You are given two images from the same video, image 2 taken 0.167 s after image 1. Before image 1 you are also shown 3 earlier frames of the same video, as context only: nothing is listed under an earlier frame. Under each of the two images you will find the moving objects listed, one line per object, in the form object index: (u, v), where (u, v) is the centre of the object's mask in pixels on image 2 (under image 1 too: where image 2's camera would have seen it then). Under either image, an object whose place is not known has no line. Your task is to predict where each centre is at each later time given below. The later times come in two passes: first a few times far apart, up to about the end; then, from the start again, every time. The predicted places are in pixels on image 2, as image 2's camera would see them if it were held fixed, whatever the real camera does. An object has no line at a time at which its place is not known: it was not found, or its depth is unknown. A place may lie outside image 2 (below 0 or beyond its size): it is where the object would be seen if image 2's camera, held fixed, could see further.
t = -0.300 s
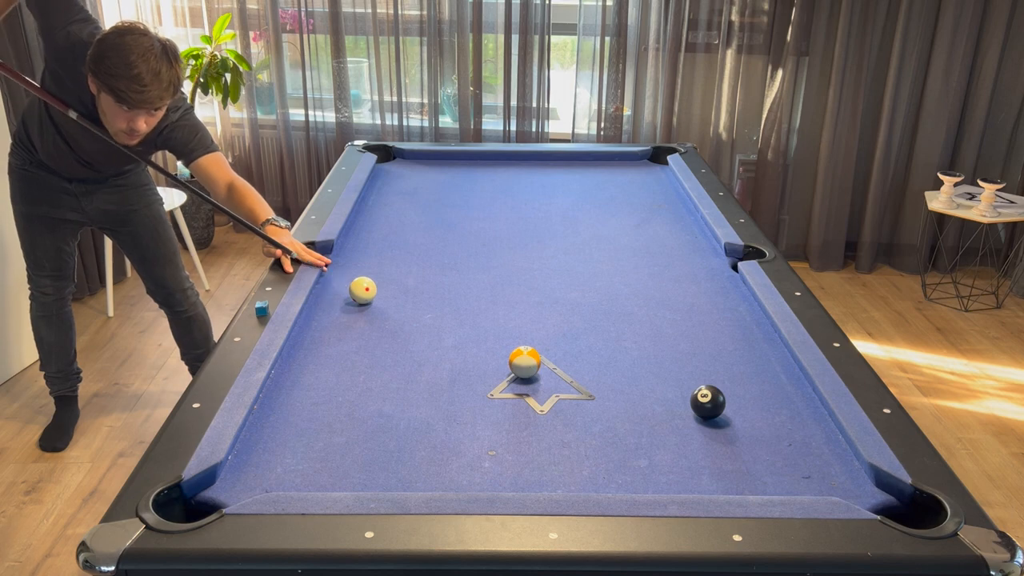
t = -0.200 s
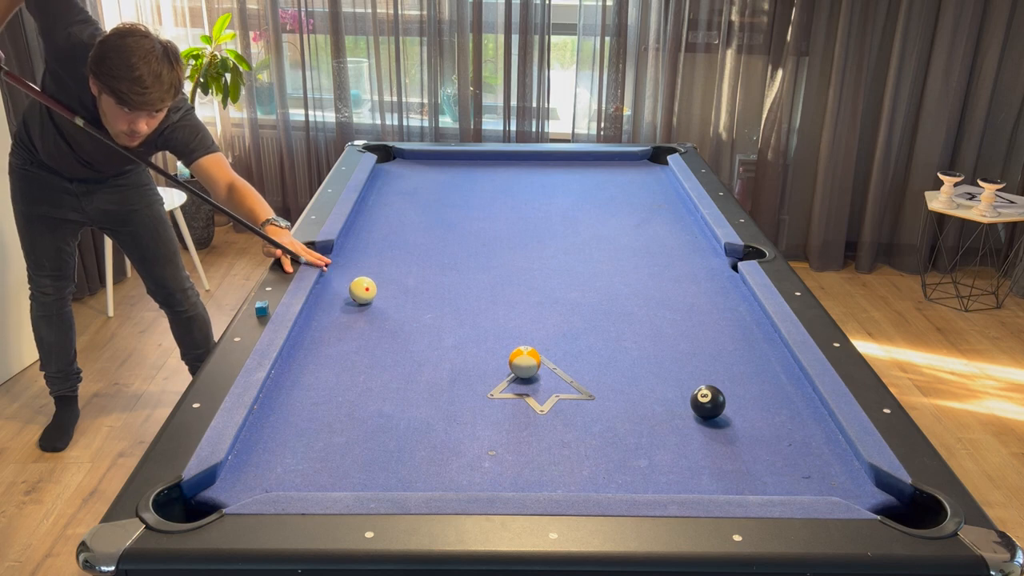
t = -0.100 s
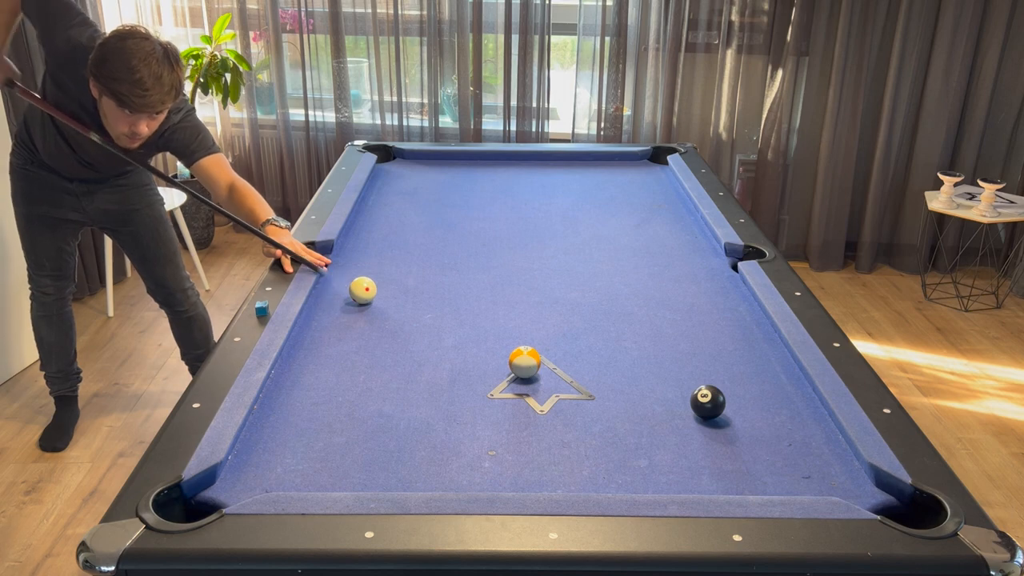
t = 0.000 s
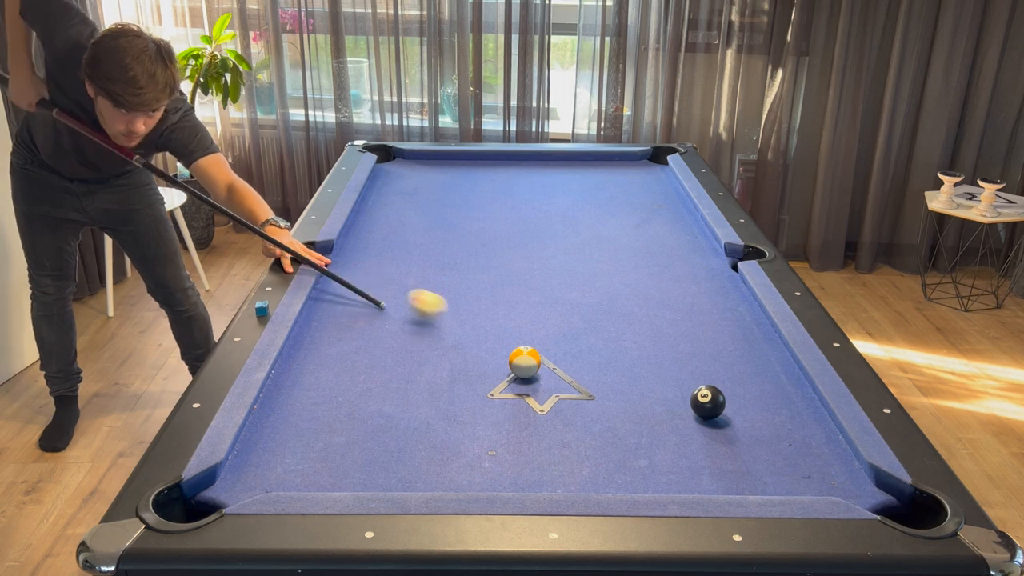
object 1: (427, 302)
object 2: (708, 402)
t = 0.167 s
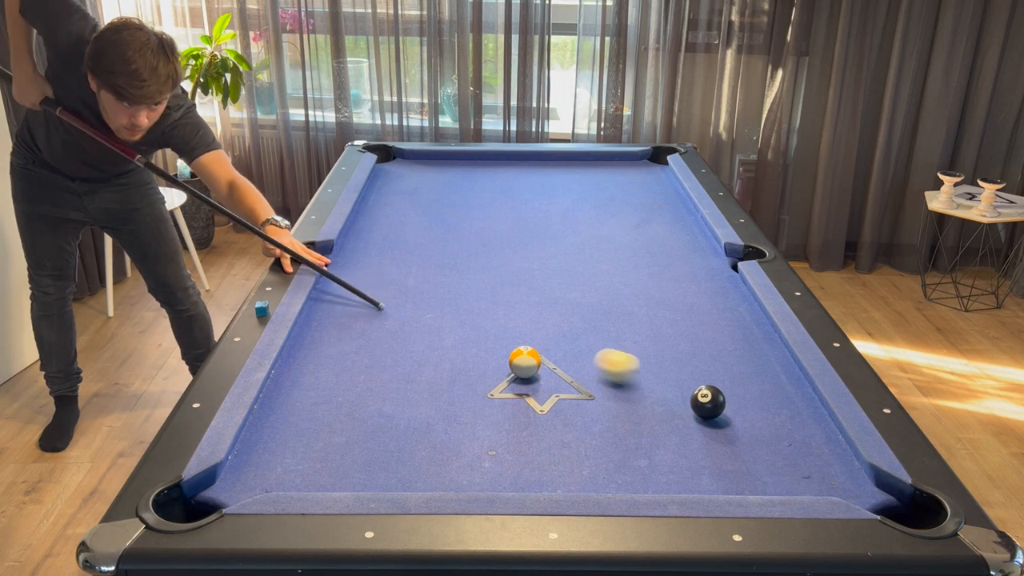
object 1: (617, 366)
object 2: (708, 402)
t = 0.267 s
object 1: (695, 383)
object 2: (751, 423)
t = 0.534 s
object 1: (745, 367)
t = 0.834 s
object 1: (767, 352)
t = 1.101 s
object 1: (732, 341)
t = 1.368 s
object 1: (704, 333)
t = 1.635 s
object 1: (680, 325)
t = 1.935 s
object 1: (660, 319)
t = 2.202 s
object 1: (647, 315)
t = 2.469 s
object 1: (638, 312)
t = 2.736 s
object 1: (633, 310)
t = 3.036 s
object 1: (632, 310)
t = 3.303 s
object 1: (632, 310)
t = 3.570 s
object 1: (632, 310)
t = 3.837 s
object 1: (632, 310)
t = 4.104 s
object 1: (632, 310)
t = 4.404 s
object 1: (632, 310)
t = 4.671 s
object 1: (632, 310)
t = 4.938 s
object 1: (632, 310)
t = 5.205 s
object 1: (632, 310)
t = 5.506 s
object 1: (632, 310)
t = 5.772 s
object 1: (632, 310)
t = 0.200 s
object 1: (657, 378)
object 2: (708, 402)
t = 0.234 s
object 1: (686, 385)
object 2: (717, 405)
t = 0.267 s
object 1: (695, 383)
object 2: (751, 423)
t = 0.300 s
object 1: (702, 381)
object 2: (784, 441)
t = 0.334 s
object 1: (709, 379)
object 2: (818, 458)
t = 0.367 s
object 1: (715, 377)
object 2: (850, 476)
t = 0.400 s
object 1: (721, 375)
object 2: (886, 490)
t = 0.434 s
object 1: (727, 373)
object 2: (918, 511)
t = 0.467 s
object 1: (733, 371)
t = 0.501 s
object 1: (739, 369)
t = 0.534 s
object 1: (745, 367)
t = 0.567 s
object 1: (751, 365)
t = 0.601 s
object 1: (757, 364)
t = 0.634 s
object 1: (762, 362)
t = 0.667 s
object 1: (768, 360)
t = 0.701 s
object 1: (773, 358)
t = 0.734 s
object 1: (779, 357)
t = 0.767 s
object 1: (777, 355)
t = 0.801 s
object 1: (773, 354)
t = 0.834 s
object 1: (767, 352)
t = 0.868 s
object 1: (763, 350)
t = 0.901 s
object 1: (758, 349)
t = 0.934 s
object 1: (754, 348)
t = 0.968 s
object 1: (749, 346)
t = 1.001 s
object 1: (745, 345)
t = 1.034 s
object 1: (741, 344)
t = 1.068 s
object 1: (737, 342)
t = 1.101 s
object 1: (732, 341)
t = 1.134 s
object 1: (728, 340)
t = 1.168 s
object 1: (725, 339)
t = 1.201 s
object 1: (721, 338)
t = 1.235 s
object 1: (717, 337)
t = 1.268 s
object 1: (714, 336)
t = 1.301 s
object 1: (710, 334)
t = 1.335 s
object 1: (707, 334)
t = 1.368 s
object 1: (704, 333)
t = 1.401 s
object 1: (701, 332)
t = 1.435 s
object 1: (698, 331)
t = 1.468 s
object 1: (695, 330)
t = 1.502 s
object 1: (692, 329)
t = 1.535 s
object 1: (688, 328)
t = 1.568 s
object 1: (686, 327)
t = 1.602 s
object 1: (683, 326)
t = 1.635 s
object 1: (680, 325)
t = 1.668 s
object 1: (678, 324)
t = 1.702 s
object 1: (675, 324)
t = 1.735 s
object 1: (673, 323)
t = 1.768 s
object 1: (670, 322)
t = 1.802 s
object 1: (668, 321)
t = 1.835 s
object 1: (666, 321)
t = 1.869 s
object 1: (664, 320)
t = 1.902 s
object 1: (662, 319)
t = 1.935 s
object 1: (660, 319)
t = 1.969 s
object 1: (658, 318)
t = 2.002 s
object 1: (657, 317)
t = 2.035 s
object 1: (655, 317)
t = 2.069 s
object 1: (653, 316)
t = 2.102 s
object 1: (652, 316)
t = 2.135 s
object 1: (650, 315)
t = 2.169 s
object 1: (648, 315)
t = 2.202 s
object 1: (647, 315)
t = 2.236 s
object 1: (646, 314)
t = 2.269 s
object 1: (644, 314)
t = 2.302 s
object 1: (643, 314)
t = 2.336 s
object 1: (642, 313)
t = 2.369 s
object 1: (641, 313)
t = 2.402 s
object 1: (640, 312)
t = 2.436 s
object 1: (639, 312)
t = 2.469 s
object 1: (638, 312)
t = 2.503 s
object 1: (637, 311)
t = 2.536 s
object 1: (636, 311)
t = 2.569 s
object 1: (636, 311)
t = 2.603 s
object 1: (635, 311)
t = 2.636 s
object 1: (635, 311)
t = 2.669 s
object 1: (634, 310)
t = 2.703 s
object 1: (634, 310)
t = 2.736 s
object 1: (633, 310)
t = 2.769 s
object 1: (633, 310)
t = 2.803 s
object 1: (632, 310)
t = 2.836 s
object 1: (632, 310)
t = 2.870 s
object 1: (632, 310)
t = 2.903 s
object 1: (632, 310)
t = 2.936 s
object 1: (632, 310)
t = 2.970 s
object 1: (632, 310)
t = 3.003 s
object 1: (631, 310)
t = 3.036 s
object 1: (632, 310)
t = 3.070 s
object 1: (632, 310)
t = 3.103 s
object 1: (632, 310)
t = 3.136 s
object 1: (632, 310)
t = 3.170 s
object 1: (632, 310)
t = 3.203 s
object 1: (632, 310)
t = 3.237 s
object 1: (632, 310)
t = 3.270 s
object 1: (632, 310)
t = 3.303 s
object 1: (632, 310)
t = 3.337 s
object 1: (632, 310)
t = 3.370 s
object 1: (632, 310)
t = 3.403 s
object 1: (632, 310)
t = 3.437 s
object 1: (632, 310)
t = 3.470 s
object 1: (632, 310)
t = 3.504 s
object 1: (632, 310)
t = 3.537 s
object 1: (632, 310)
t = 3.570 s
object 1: (632, 310)
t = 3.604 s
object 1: (632, 310)
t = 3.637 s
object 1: (632, 310)
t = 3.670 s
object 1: (632, 310)
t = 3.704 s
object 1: (632, 310)
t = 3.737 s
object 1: (632, 310)
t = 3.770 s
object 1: (632, 310)
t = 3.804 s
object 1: (632, 310)
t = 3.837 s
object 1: (632, 310)
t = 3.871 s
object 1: (632, 310)
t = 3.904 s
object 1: (632, 310)
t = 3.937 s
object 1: (632, 310)
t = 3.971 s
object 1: (632, 310)
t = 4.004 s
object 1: (632, 310)
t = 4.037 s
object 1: (632, 310)
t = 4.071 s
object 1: (632, 310)
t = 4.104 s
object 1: (632, 310)
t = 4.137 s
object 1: (632, 310)
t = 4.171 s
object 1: (632, 310)
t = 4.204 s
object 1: (632, 310)
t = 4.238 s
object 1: (632, 310)
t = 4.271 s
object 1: (632, 310)
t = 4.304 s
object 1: (632, 310)
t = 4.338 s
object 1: (632, 310)
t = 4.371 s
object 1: (632, 310)
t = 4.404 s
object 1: (632, 310)
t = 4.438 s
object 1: (632, 310)
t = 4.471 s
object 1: (632, 310)
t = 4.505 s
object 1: (632, 310)
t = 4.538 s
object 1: (632, 310)
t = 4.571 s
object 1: (632, 310)
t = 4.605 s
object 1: (632, 310)
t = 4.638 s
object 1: (632, 310)
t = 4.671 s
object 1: (632, 310)
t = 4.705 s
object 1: (632, 310)
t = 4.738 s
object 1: (632, 310)
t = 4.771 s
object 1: (632, 310)
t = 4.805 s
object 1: (632, 310)
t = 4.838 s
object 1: (632, 310)
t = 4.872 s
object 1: (632, 310)
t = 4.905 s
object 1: (632, 310)
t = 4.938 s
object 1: (632, 310)
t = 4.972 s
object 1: (632, 310)
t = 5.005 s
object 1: (632, 310)
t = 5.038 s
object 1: (632, 310)
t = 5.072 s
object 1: (632, 310)
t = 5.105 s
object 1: (632, 310)
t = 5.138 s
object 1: (632, 310)
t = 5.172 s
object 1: (632, 310)
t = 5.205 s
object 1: (632, 310)
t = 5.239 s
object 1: (632, 310)
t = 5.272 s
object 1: (632, 310)
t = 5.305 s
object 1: (632, 310)
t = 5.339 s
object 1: (632, 310)
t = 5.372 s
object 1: (632, 310)
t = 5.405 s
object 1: (632, 310)
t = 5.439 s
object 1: (632, 310)
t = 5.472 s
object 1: (632, 310)
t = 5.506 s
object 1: (632, 310)
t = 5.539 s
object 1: (632, 310)
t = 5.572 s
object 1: (632, 310)
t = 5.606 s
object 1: (632, 310)
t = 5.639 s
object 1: (632, 309)
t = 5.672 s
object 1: (632, 310)
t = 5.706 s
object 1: (632, 310)
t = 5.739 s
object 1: (632, 310)
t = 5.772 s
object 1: (632, 310)
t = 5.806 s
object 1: (632, 310)
